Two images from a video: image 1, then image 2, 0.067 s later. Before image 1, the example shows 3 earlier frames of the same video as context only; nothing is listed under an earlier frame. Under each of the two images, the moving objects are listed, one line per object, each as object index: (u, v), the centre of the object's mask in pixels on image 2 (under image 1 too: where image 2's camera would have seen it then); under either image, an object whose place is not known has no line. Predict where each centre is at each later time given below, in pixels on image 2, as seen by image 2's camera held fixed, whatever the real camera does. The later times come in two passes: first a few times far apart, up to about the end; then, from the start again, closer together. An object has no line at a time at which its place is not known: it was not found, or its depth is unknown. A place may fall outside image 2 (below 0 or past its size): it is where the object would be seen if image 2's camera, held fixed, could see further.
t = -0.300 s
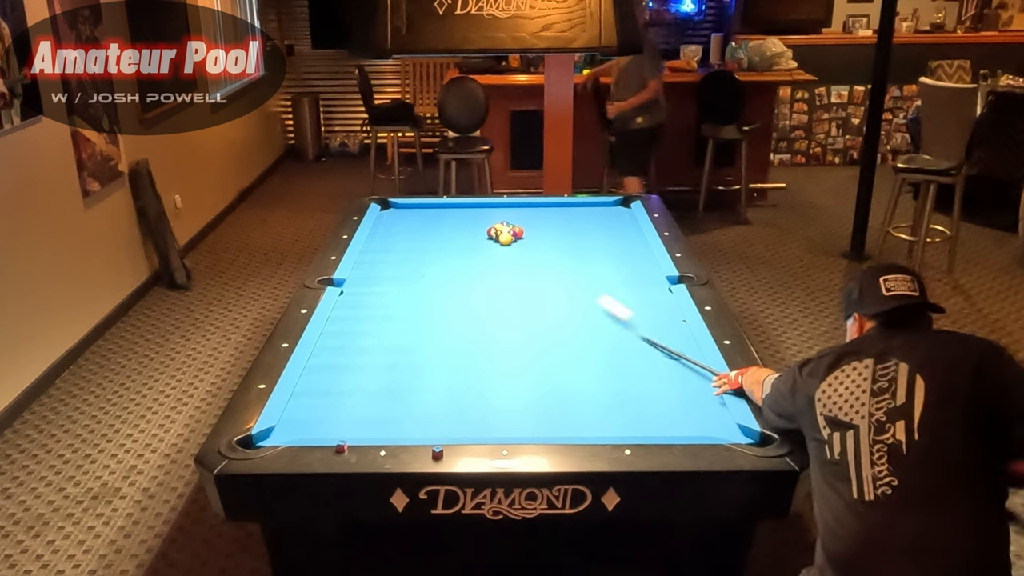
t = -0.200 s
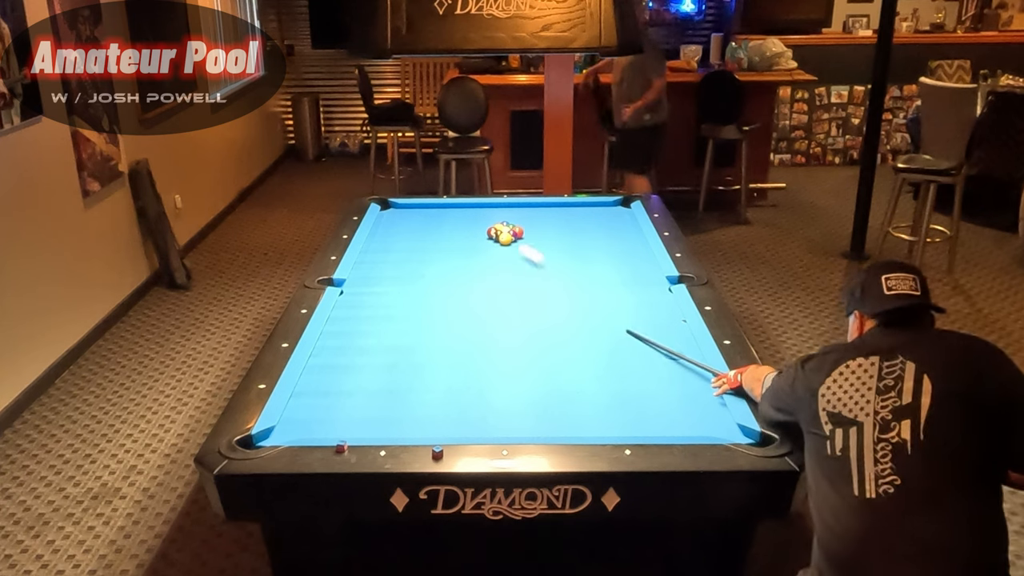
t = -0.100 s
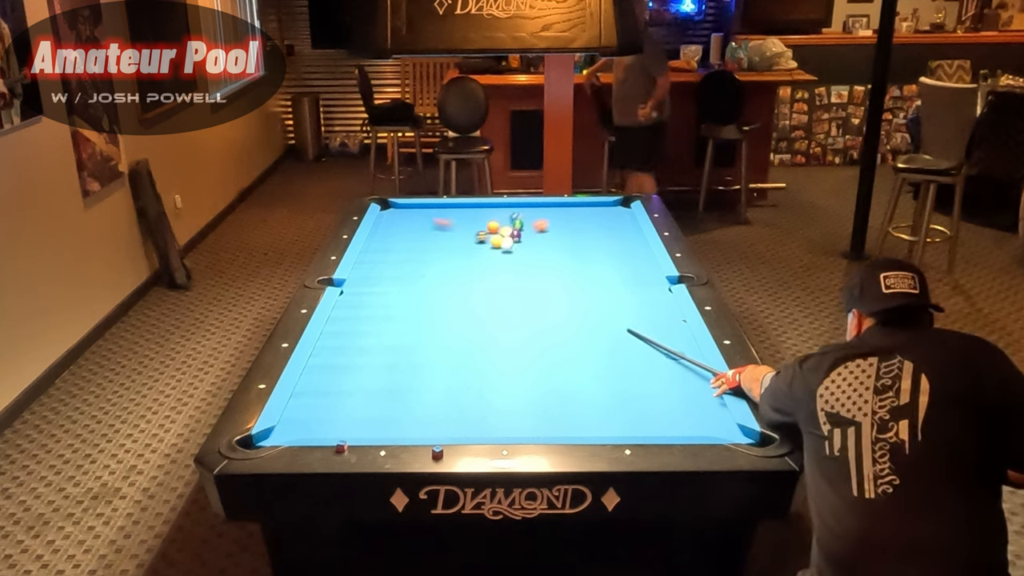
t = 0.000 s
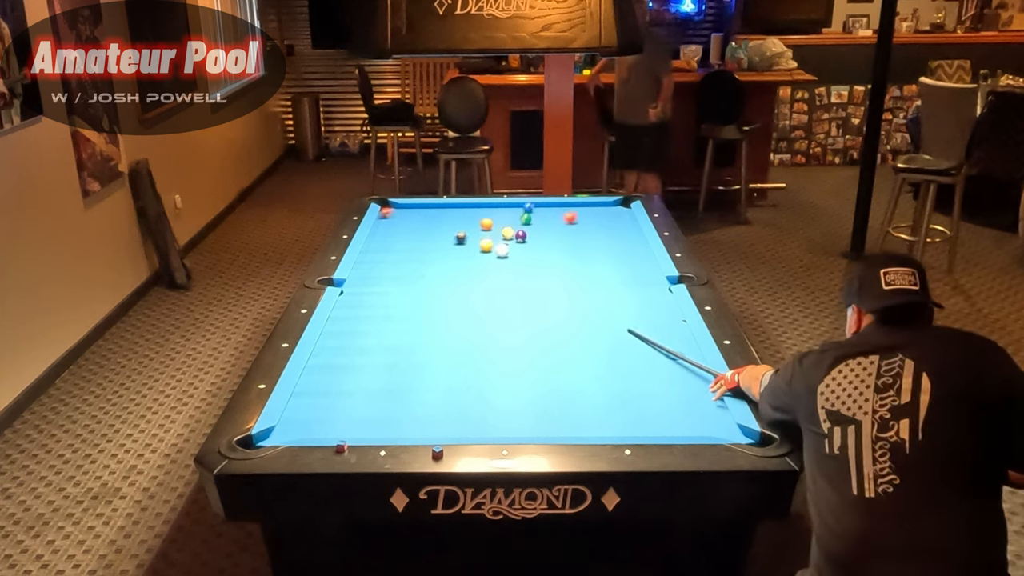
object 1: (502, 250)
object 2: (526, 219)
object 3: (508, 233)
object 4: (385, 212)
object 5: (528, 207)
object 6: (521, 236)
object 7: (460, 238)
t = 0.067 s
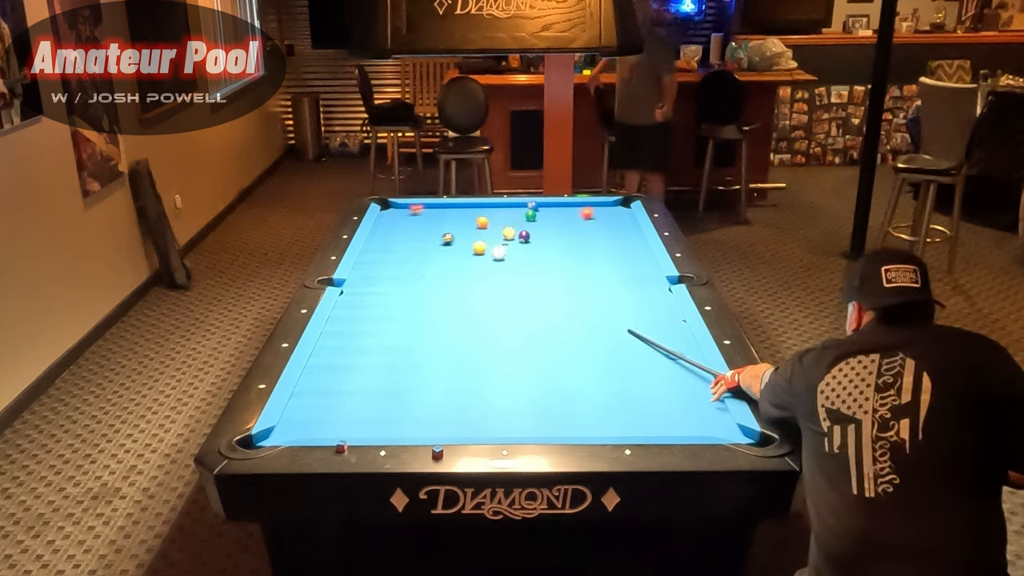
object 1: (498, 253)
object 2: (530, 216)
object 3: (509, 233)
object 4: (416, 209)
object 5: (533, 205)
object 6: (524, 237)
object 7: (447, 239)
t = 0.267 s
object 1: (488, 260)
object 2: (538, 219)
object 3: (511, 234)
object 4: (488, 206)
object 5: (551, 205)
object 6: (533, 237)
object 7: (409, 241)
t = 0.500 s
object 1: (476, 268)
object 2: (546, 225)
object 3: (514, 234)
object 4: (560, 211)
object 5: (568, 205)
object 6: (544, 237)
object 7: (372, 244)
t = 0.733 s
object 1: (464, 276)
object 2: (553, 228)
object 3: (515, 234)
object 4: (627, 216)
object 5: (583, 207)
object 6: (554, 238)
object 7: (398, 248)
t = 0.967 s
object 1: (451, 284)
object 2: (559, 233)
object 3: (516, 235)
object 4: (586, 227)
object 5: (598, 210)
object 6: (563, 239)
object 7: (423, 252)
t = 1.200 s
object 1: (438, 292)
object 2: (556, 242)
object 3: (517, 235)
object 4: (558, 231)
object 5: (612, 211)
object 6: (573, 243)
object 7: (448, 256)
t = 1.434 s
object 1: (426, 300)
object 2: (547, 253)
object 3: (517, 235)
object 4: (537, 234)
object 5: (625, 213)
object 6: (582, 246)
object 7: (472, 259)
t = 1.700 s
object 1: (413, 308)
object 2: (536, 266)
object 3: (506, 236)
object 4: (525, 234)
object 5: (622, 214)
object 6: (592, 250)
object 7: (500, 264)
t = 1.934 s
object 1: (401, 316)
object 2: (526, 277)
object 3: (494, 237)
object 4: (521, 234)
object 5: (616, 215)
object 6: (600, 253)
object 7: (523, 265)
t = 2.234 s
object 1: (386, 326)
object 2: (513, 293)
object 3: (480, 238)
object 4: (517, 234)
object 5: (609, 217)
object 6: (609, 257)
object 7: (554, 272)
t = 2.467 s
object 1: (374, 333)
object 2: (502, 306)
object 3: (469, 239)
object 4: (515, 234)
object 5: (604, 218)
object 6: (616, 260)
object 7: (577, 275)
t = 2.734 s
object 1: (362, 341)
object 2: (489, 321)
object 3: (458, 240)
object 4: (513, 234)
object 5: (599, 219)
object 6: (623, 263)
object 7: (602, 279)
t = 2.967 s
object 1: (351, 348)
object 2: (477, 334)
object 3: (450, 241)
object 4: (513, 234)
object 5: (595, 220)
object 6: (629, 265)
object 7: (624, 282)
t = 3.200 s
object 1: (341, 354)
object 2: (465, 348)
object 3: (442, 241)
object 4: (513, 234)
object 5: (592, 221)
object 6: (634, 268)
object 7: (645, 285)
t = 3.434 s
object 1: (332, 360)
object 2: (452, 363)
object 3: (435, 242)
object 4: (513, 234)
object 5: (590, 221)
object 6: (638, 270)
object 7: (662, 288)
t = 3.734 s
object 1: (320, 368)
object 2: (435, 382)
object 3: (429, 243)
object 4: (513, 234)
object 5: (588, 222)
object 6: (643, 272)
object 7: (653, 287)
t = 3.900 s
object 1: (314, 372)
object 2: (425, 392)
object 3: (425, 243)
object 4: (513, 234)
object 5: (588, 222)
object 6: (645, 272)
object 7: (649, 286)
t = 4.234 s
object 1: (311, 377)
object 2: (406, 415)
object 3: (420, 244)
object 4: (513, 234)
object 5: (587, 222)
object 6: (648, 273)
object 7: (642, 285)
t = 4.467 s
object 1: (312, 380)
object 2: (391, 429)
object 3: (418, 244)
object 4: (513, 234)
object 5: (587, 222)
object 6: (649, 274)
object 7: (639, 285)
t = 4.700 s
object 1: (314, 383)
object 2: (384, 428)
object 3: (417, 244)
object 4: (513, 234)
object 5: (587, 222)
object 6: (650, 275)
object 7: (636, 285)
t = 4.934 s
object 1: (315, 384)
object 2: (380, 419)
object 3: (417, 244)
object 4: (513, 234)
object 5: (587, 221)
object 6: (650, 275)
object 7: (635, 284)
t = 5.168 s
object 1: (316, 385)
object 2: (377, 411)
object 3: (417, 244)
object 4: (513, 234)
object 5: (587, 221)
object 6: (649, 274)
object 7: (635, 284)
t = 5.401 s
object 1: (317, 386)
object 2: (374, 404)
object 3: (417, 244)
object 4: (513, 234)
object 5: (587, 221)
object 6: (649, 274)
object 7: (635, 284)
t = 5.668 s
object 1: (317, 386)
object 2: (371, 397)
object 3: (417, 244)
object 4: (513, 234)
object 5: (587, 221)
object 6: (649, 274)
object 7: (635, 284)
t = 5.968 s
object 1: (317, 386)
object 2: (369, 390)
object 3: (417, 244)
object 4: (513, 234)
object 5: (587, 221)
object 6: (649, 274)
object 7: (635, 284)
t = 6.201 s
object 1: (317, 386)
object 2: (367, 385)
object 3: (417, 244)
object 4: (513, 234)
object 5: (587, 221)
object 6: (649, 274)
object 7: (635, 284)
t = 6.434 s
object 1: (317, 386)
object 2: (366, 381)
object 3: (417, 244)
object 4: (513, 234)
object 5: (587, 221)
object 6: (649, 274)
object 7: (635, 284)
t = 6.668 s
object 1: (317, 386)
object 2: (365, 378)
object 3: (417, 244)
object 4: (513, 234)
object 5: (587, 221)
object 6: (649, 274)
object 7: (635, 284)
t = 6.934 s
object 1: (317, 386)
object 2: (365, 376)
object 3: (417, 244)
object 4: (513, 234)
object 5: (587, 221)
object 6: (649, 274)
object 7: (635, 284)
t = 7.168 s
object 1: (317, 386)
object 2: (365, 374)
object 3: (417, 244)
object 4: (513, 234)
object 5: (587, 221)
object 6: (649, 274)
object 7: (635, 284)
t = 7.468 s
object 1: (317, 386)
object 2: (365, 373)
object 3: (417, 244)
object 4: (513, 234)
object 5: (587, 221)
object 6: (649, 274)
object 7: (635, 284)
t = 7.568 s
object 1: (317, 386)
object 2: (365, 373)
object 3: (417, 244)
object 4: (513, 234)
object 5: (587, 221)
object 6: (649, 274)
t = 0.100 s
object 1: (496, 254)
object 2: (533, 214)
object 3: (509, 233)
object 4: (430, 207)
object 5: (536, 207)
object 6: (526, 237)
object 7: (441, 239)
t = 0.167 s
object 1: (493, 256)
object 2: (535, 214)
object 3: (510, 233)
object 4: (456, 205)
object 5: (542, 207)
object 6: (529, 237)
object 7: (428, 240)
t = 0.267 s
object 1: (488, 260)
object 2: (538, 219)
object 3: (511, 234)
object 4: (488, 206)
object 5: (551, 205)
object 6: (533, 237)
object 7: (409, 241)
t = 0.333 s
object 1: (485, 262)
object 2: (540, 220)
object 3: (512, 234)
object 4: (508, 208)
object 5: (557, 205)
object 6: (537, 237)
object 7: (396, 242)
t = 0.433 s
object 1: (479, 265)
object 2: (543, 223)
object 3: (513, 234)
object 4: (539, 209)
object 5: (564, 205)
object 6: (541, 237)
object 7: (377, 243)
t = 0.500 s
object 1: (476, 268)
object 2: (546, 225)
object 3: (514, 234)
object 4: (560, 211)
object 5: (568, 205)
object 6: (544, 237)
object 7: (372, 244)
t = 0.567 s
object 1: (472, 270)
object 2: (548, 226)
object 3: (514, 234)
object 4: (581, 212)
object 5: (571, 206)
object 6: (547, 238)
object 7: (380, 245)
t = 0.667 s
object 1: (467, 273)
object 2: (551, 227)
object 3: (515, 234)
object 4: (612, 215)
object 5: (579, 207)
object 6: (552, 238)
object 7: (391, 247)
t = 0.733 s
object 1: (464, 276)
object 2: (553, 228)
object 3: (515, 234)
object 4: (627, 216)
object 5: (583, 207)
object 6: (554, 238)
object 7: (398, 248)
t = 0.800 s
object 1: (460, 278)
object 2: (555, 230)
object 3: (516, 235)
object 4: (614, 219)
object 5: (588, 208)
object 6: (557, 238)
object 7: (405, 249)
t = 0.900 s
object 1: (455, 281)
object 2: (558, 231)
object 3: (516, 235)
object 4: (597, 224)
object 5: (593, 209)
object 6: (560, 239)
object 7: (416, 251)
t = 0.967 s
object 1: (451, 284)
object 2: (559, 233)
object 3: (516, 235)
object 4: (586, 227)
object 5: (598, 210)
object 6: (563, 239)
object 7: (423, 252)
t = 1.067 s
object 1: (446, 287)
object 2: (561, 234)
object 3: (517, 235)
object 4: (571, 230)
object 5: (604, 210)
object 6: (567, 241)
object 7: (434, 254)
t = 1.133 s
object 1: (442, 290)
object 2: (559, 239)
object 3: (517, 235)
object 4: (564, 231)
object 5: (608, 210)
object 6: (570, 242)
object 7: (441, 254)
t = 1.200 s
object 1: (438, 292)
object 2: (556, 242)
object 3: (517, 235)
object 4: (558, 231)
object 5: (612, 211)
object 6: (573, 243)
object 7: (448, 256)
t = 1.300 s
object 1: (433, 295)
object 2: (552, 247)
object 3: (517, 235)
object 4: (549, 233)
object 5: (617, 212)
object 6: (576, 244)
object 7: (458, 257)
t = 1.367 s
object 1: (430, 297)
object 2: (550, 250)
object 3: (517, 235)
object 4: (543, 233)
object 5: (621, 212)
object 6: (579, 245)
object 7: (465, 259)
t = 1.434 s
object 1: (426, 300)
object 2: (547, 253)
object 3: (517, 235)
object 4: (537, 234)
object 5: (625, 213)
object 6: (582, 246)
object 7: (472, 259)
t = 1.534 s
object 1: (421, 303)
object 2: (543, 258)
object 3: (516, 235)
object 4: (529, 234)
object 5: (627, 213)
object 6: (586, 248)
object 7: (483, 261)
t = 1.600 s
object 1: (418, 305)
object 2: (540, 261)
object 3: (512, 235)
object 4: (528, 234)
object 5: (625, 214)
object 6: (588, 249)
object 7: (490, 262)
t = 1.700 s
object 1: (413, 308)
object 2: (536, 266)
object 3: (506, 236)
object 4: (525, 234)
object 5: (622, 214)
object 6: (592, 250)
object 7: (500, 264)
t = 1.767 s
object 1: (409, 311)
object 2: (533, 269)
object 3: (503, 236)
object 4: (524, 234)
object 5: (620, 215)
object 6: (594, 251)
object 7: (507, 265)
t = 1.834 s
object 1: (406, 313)
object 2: (530, 273)
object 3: (499, 237)
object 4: (523, 234)
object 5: (619, 215)
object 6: (596, 252)
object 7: (513, 266)
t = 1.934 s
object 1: (401, 316)
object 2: (526, 277)
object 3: (494, 237)
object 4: (521, 234)
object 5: (616, 215)
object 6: (600, 253)
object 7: (523, 265)
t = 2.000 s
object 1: (397, 318)
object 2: (523, 281)
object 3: (490, 237)
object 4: (520, 234)
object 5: (614, 215)
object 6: (602, 255)
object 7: (531, 268)
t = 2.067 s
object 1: (394, 321)
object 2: (520, 285)
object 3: (487, 238)
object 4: (519, 234)
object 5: (613, 216)
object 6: (604, 255)
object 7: (537, 269)
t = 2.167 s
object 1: (389, 323)
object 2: (516, 290)
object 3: (483, 238)
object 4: (518, 234)
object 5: (610, 217)
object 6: (607, 257)
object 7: (547, 271)
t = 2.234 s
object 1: (386, 326)
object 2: (513, 293)
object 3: (480, 238)
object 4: (517, 234)
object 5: (609, 217)
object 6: (609, 257)
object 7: (554, 272)
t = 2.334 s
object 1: (381, 329)
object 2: (508, 299)
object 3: (475, 239)
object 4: (516, 234)
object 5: (606, 217)
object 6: (612, 259)
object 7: (564, 273)
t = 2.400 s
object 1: (378, 331)
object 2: (505, 302)
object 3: (472, 239)
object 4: (515, 234)
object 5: (605, 218)
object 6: (614, 260)
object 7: (570, 274)
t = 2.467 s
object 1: (374, 333)
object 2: (502, 306)
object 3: (469, 239)
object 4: (515, 234)
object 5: (604, 218)
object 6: (616, 260)
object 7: (577, 275)
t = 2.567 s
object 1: (369, 336)
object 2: (497, 311)
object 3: (465, 240)
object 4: (514, 234)
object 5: (602, 218)
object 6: (619, 261)
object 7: (586, 277)
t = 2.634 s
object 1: (366, 338)
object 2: (494, 315)
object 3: (462, 240)
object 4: (514, 234)
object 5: (600, 219)
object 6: (621, 262)
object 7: (592, 278)
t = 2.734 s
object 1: (362, 341)
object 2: (489, 321)
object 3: (458, 240)
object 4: (513, 234)
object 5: (599, 219)
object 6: (623, 263)
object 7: (602, 279)
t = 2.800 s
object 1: (358, 343)
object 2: (486, 325)
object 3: (456, 241)
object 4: (513, 234)
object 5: (598, 219)
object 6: (625, 264)
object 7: (608, 280)
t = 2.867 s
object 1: (355, 345)
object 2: (482, 328)
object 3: (453, 241)
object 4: (513, 234)
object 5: (597, 220)
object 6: (627, 265)
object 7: (615, 281)
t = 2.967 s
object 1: (351, 348)
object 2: (477, 334)
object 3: (450, 241)
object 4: (513, 234)
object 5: (595, 220)
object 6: (629, 265)
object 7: (624, 282)
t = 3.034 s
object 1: (348, 350)
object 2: (474, 338)
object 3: (448, 241)
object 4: (513, 234)
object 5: (594, 220)
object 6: (630, 266)
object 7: (629, 283)
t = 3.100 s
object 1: (345, 352)
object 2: (471, 342)
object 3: (445, 241)
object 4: (513, 234)
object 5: (593, 220)
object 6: (632, 267)
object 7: (635, 284)
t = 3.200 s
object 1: (341, 354)
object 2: (465, 348)
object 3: (442, 241)
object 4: (513, 234)
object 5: (592, 221)
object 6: (634, 268)
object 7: (645, 285)
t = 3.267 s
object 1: (338, 356)
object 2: (462, 352)
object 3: (440, 242)
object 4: (513, 234)
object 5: (591, 221)
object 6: (635, 268)
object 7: (651, 286)
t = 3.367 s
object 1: (334, 359)
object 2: (456, 358)
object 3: (437, 242)
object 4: (513, 234)
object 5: (590, 221)
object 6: (637, 269)
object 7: (659, 288)
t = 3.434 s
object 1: (332, 360)
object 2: (452, 363)
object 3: (435, 242)
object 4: (513, 234)
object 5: (590, 221)
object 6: (638, 270)
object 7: (662, 288)
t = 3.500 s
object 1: (329, 362)
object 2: (449, 367)
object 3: (434, 242)
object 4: (513, 234)
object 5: (589, 221)
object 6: (639, 270)
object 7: (660, 288)
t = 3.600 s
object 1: (325, 365)
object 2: (443, 373)
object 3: (431, 243)
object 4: (513, 234)
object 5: (589, 221)
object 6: (641, 271)
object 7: (657, 288)
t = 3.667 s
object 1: (322, 366)
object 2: (439, 377)
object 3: (430, 243)
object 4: (513, 234)
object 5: (588, 222)
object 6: (642, 271)
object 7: (655, 287)
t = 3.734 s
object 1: (320, 368)
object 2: (435, 382)
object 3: (429, 243)
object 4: (513, 234)
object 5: (588, 222)
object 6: (643, 272)
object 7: (653, 287)
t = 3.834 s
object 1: (316, 370)
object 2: (430, 388)
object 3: (427, 243)
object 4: (513, 234)
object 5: (588, 222)
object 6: (644, 272)
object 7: (651, 286)
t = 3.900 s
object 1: (314, 372)
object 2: (425, 392)
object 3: (425, 243)
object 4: (513, 234)
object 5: (588, 222)
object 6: (645, 272)
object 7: (649, 286)
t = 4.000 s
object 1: (311, 374)
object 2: (420, 399)
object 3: (423, 244)
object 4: (513, 234)
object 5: (587, 221)
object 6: (646, 272)
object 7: (647, 286)
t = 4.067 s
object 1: (310, 375)
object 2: (416, 404)
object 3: (423, 243)
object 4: (513, 234)
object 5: (587, 221)
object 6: (647, 273)
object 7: (645, 286)
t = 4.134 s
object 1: (310, 376)
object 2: (412, 408)
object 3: (422, 243)
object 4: (513, 234)
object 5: (587, 221)
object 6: (647, 273)
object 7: (644, 286)
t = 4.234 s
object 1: (311, 377)
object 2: (406, 415)
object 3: (420, 244)
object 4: (513, 234)
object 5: (587, 222)
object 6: (648, 273)
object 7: (642, 285)
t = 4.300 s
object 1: (311, 378)
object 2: (402, 419)
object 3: (419, 244)
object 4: (513, 234)
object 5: (587, 221)
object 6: (649, 274)
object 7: (641, 285)
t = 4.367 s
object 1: (312, 379)
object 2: (398, 424)
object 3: (419, 244)
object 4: (513, 234)
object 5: (587, 221)
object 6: (649, 274)
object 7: (640, 285)
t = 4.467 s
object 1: (312, 380)
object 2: (391, 429)
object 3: (418, 244)
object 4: (513, 234)
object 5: (587, 222)
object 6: (649, 274)
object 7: (639, 285)
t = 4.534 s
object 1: (313, 381)
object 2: (388, 431)
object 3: (417, 244)
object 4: (513, 234)
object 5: (587, 222)
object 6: (649, 275)
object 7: (638, 285)
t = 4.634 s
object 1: (314, 382)
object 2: (385, 430)
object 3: (417, 244)
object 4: (513, 234)
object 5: (587, 222)
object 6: (650, 275)
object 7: (637, 285)
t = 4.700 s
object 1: (314, 383)
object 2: (384, 428)
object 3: (417, 244)
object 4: (513, 234)
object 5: (587, 222)
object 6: (650, 275)
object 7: (636, 285)
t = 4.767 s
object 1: (315, 383)
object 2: (383, 426)
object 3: (417, 244)
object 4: (513, 234)
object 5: (587, 221)
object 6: (650, 275)
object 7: (636, 284)
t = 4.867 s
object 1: (315, 384)
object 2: (381, 422)
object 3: (417, 244)
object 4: (513, 234)
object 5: (587, 221)
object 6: (649, 275)
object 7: (635, 285)
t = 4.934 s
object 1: (315, 384)
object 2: (380, 419)
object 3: (417, 244)
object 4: (513, 234)
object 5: (587, 221)
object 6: (650, 275)
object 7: (635, 284)
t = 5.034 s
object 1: (316, 385)
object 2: (379, 416)
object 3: (417, 244)
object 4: (513, 234)
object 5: (587, 221)
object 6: (649, 275)
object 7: (635, 284)
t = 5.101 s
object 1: (316, 385)
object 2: (378, 414)
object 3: (417, 244)
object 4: (513, 234)
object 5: (587, 221)
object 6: (649, 274)
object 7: (635, 284)
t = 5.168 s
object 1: (316, 385)
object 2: (377, 411)
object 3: (417, 244)
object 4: (513, 234)
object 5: (587, 221)
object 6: (649, 274)
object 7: (635, 284)
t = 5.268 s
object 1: (317, 386)
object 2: (376, 408)
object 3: (417, 244)
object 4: (513, 234)
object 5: (587, 221)
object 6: (649, 274)
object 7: (635, 284)
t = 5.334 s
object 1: (317, 386)
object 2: (375, 406)
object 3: (417, 244)
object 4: (513, 234)
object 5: (587, 221)
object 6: (649, 274)
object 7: (635, 284)
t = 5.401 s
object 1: (317, 386)
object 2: (374, 404)
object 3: (417, 244)
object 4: (513, 234)
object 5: (587, 221)
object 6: (649, 274)
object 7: (635, 284)
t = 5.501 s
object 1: (317, 386)
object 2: (373, 401)
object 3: (417, 244)
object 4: (513, 234)
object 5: (587, 221)
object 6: (649, 274)
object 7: (635, 284)
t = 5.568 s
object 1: (317, 386)
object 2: (372, 399)
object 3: (417, 244)
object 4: (513, 234)
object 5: (587, 221)
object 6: (649, 274)
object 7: (635, 284)
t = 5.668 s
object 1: (317, 386)
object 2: (371, 397)
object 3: (417, 244)
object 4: (513, 234)
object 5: (587, 221)
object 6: (649, 274)
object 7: (635, 284)
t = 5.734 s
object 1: (317, 386)
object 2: (370, 395)
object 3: (417, 244)
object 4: (513, 234)
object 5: (587, 221)
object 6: (649, 274)
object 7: (635, 284)
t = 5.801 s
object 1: (317, 386)
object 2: (370, 393)
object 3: (417, 244)
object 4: (513, 234)
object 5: (587, 221)
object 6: (649, 274)
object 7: (635, 284)
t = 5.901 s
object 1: (317, 386)
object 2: (369, 391)
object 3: (417, 244)
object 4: (513, 234)
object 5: (587, 221)
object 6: (649, 274)
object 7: (635, 284)
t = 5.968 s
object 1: (317, 386)
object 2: (369, 390)
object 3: (417, 244)
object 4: (513, 234)
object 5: (587, 221)
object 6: (649, 274)
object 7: (635, 284)
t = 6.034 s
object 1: (317, 386)
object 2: (368, 388)
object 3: (417, 244)
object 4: (513, 234)
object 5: (587, 221)
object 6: (649, 274)
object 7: (635, 284)
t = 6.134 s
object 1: (317, 386)
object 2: (368, 386)
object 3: (417, 244)
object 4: (513, 234)
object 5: (587, 221)
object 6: (649, 274)
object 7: (635, 284)
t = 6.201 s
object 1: (317, 386)
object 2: (367, 385)
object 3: (417, 244)
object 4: (513, 234)
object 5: (587, 221)
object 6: (649, 274)
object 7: (635, 284)
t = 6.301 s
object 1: (317, 386)
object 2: (367, 384)
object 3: (417, 244)
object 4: (513, 234)
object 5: (587, 221)
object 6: (649, 274)
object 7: (635, 284)
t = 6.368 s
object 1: (317, 386)
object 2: (366, 382)
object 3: (417, 244)
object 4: (513, 234)
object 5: (587, 221)
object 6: (649, 274)
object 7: (635, 284)
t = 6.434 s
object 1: (317, 386)
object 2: (366, 381)
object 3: (417, 244)
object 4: (513, 234)
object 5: (587, 221)
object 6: (649, 274)
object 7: (635, 284)
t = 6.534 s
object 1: (317, 386)
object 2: (365, 380)
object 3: (417, 244)
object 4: (513, 234)
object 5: (587, 221)
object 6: (649, 274)
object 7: (635, 284)
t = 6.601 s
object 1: (317, 386)
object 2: (365, 379)
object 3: (417, 244)
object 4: (513, 234)
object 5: (587, 221)
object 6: (649, 274)
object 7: (635, 284)
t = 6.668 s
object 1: (317, 386)
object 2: (365, 378)
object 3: (417, 244)
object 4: (513, 234)
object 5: (587, 221)
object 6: (649, 274)
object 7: (635, 284)
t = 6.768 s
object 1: (317, 386)
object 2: (365, 377)
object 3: (417, 244)
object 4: (513, 234)
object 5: (587, 221)
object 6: (649, 274)
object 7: (635, 284)
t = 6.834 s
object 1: (317, 386)
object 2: (365, 377)
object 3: (417, 244)
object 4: (513, 234)
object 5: (587, 221)
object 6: (649, 274)
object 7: (635, 284)
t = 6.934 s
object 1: (317, 386)
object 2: (365, 376)
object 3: (417, 244)
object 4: (513, 234)
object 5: (587, 221)
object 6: (649, 274)
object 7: (635, 284)
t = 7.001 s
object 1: (317, 386)
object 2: (365, 375)
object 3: (417, 244)
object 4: (513, 234)
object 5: (587, 221)
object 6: (649, 274)
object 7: (635, 284)
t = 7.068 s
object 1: (317, 386)
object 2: (365, 375)
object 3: (417, 244)
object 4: (513, 234)
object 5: (587, 221)
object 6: (649, 274)
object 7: (635, 284)
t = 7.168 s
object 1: (317, 386)
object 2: (365, 374)
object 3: (417, 244)
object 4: (513, 234)
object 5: (587, 221)
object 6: (649, 274)
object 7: (635, 284)
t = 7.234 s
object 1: (317, 386)
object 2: (365, 374)
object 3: (417, 244)
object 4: (513, 234)
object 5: (587, 221)
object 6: (649, 274)
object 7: (635, 284)
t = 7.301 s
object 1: (317, 386)
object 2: (365, 373)
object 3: (417, 244)
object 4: (513, 234)
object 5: (587, 221)
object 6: (649, 274)
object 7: (635, 284)
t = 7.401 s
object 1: (317, 386)
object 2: (365, 373)
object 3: (417, 244)
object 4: (513, 234)
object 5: (587, 221)
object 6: (649, 274)
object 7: (635, 284)
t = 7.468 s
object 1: (317, 386)
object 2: (365, 373)
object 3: (417, 244)
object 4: (513, 234)
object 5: (587, 221)
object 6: (649, 274)
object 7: (635, 284)
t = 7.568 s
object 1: (317, 386)
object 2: (365, 373)
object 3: (417, 244)
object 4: (513, 234)
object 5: (587, 221)
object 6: (649, 274)
